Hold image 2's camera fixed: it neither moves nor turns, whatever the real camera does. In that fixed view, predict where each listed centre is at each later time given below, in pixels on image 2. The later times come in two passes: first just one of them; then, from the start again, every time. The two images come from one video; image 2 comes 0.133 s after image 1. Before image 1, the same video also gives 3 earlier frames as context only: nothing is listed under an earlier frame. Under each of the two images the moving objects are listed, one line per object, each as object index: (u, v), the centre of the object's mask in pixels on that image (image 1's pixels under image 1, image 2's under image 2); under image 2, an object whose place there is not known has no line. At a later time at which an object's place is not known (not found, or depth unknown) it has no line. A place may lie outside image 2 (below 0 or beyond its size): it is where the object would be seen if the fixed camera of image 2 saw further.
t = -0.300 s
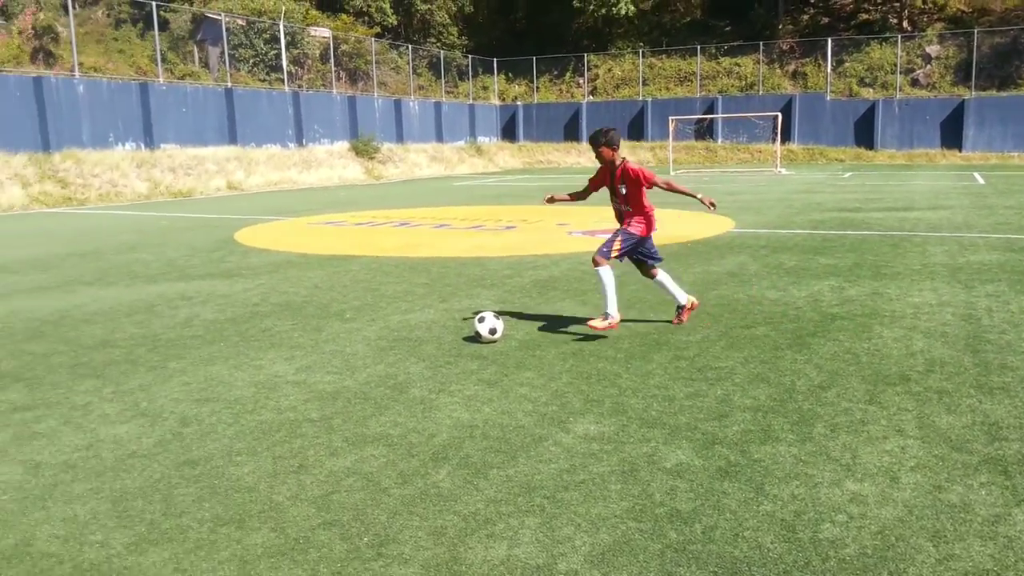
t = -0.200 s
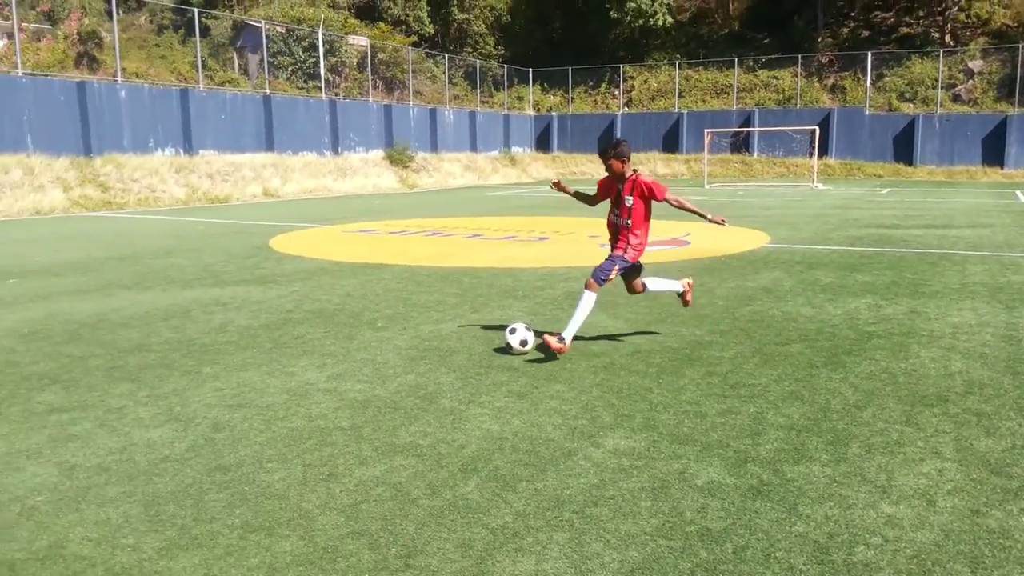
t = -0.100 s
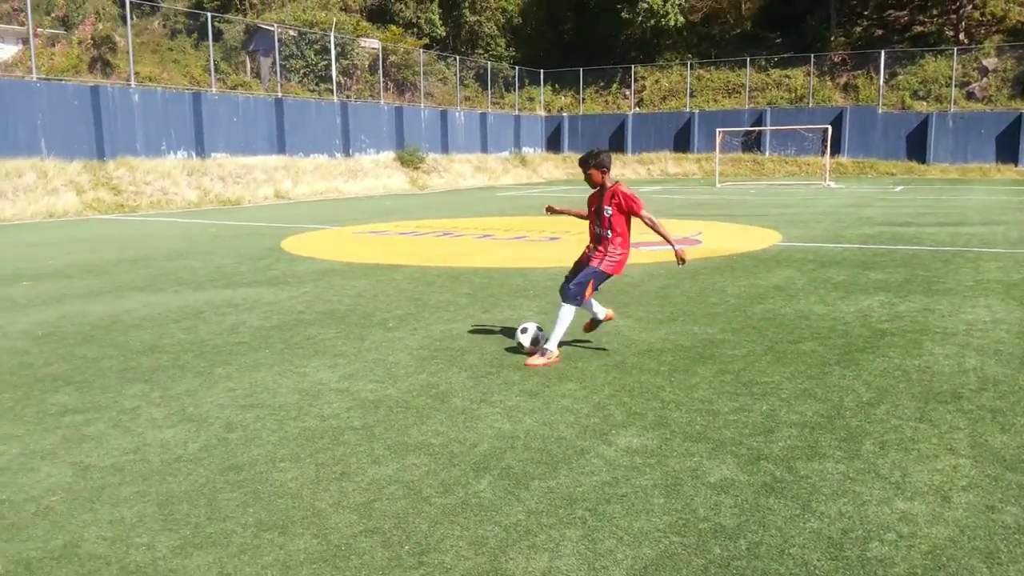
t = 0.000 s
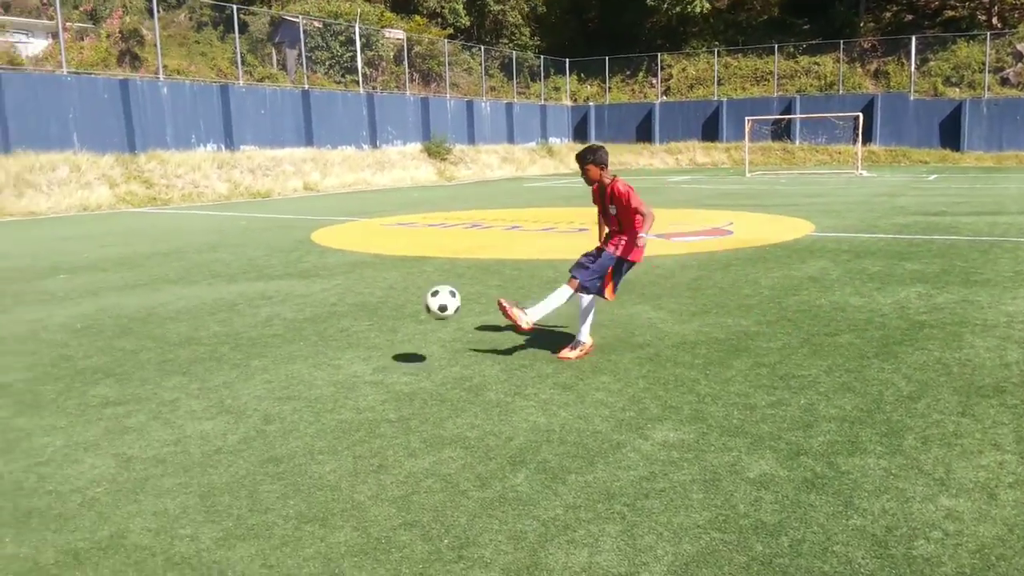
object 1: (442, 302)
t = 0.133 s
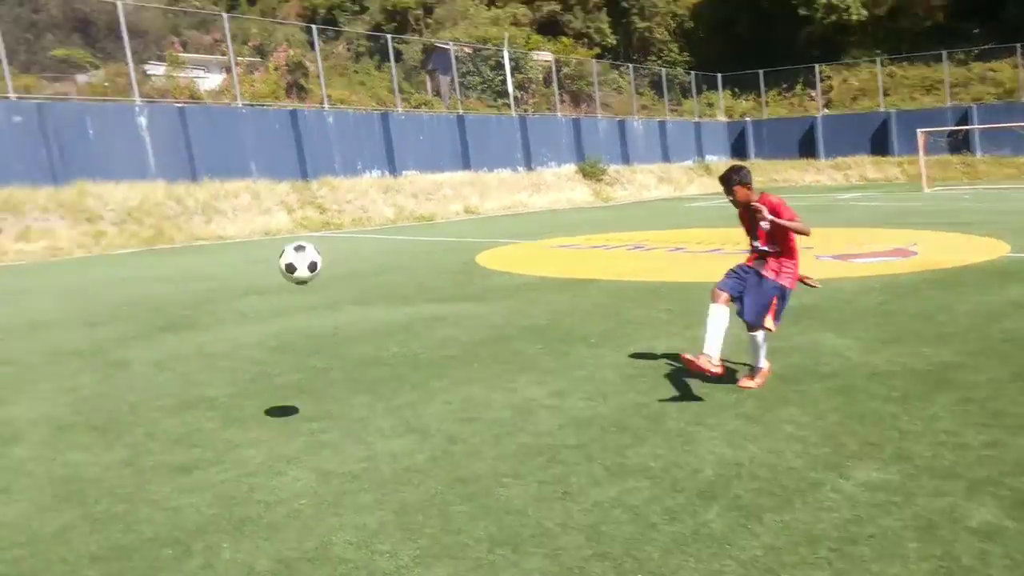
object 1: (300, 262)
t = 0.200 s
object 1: (100, 231)
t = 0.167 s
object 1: (203, 246)
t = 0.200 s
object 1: (100, 231)
